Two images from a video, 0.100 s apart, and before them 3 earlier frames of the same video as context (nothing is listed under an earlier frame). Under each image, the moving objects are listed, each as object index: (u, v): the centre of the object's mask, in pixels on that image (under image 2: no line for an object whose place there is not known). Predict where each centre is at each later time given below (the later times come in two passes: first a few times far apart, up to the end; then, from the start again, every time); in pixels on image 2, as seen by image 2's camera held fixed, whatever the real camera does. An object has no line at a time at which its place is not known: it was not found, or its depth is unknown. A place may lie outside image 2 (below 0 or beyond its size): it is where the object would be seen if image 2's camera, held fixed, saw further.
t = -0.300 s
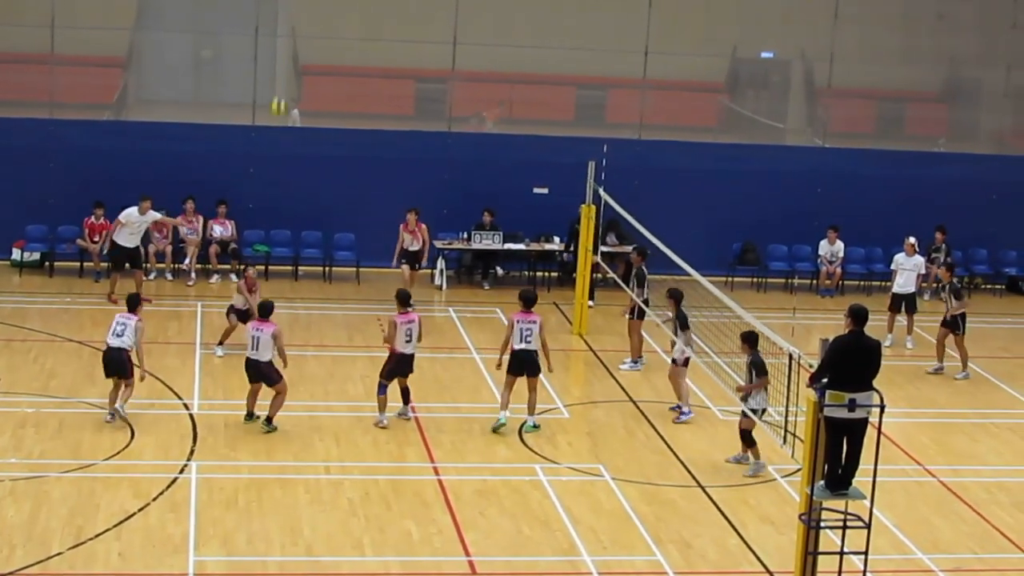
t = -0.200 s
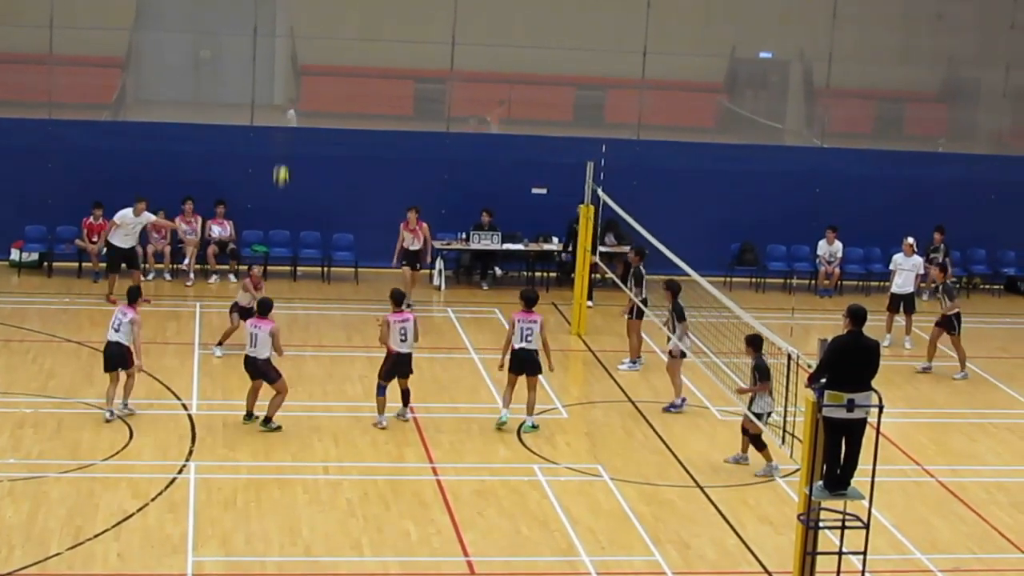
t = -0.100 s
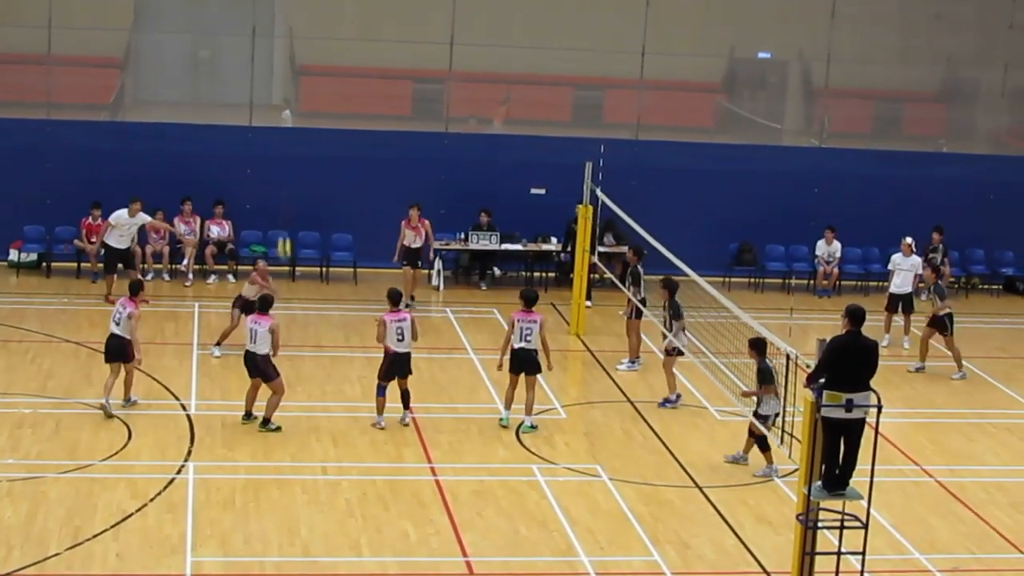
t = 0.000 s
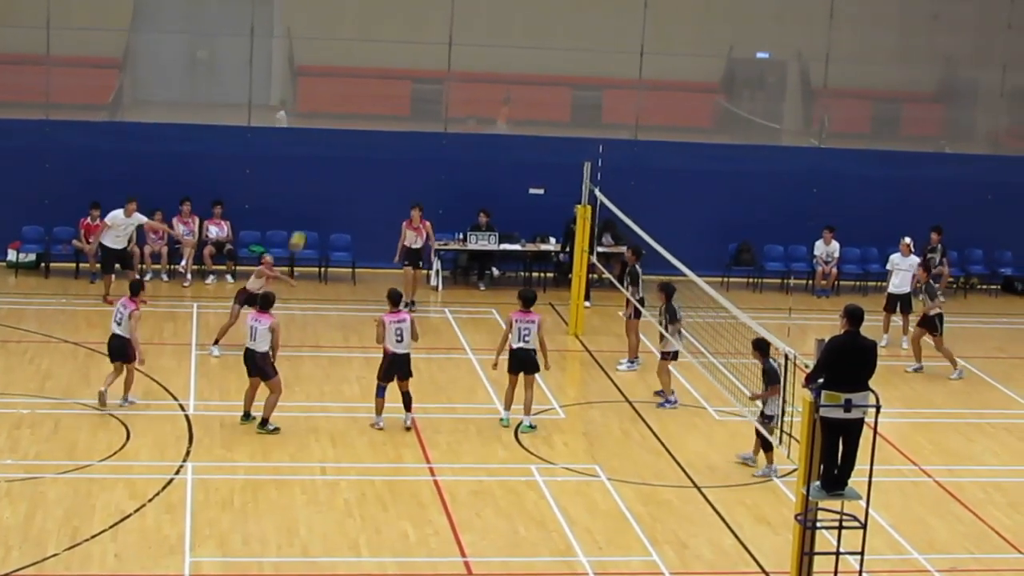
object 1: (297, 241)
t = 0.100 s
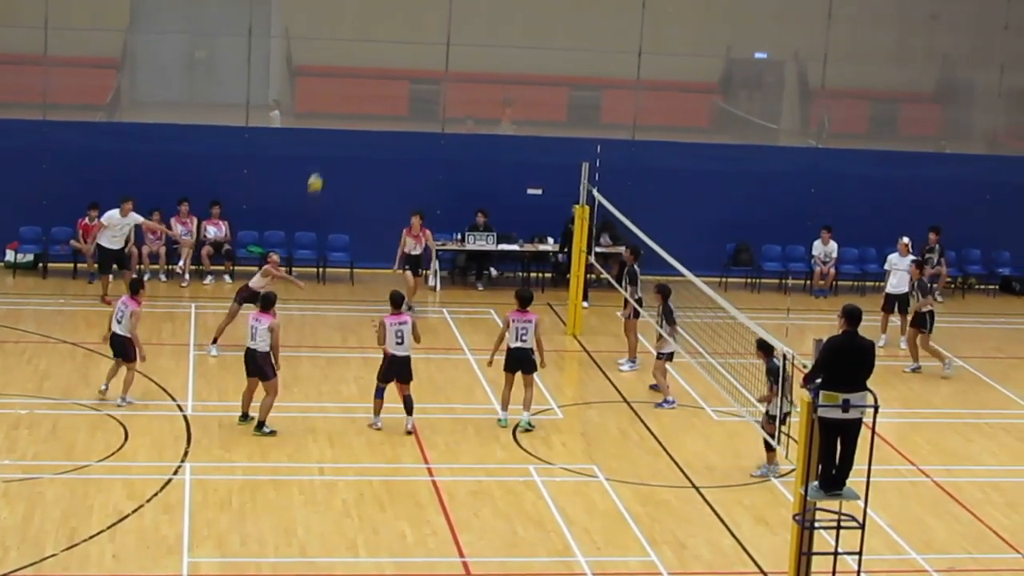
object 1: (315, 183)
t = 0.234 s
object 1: (340, 119)
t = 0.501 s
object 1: (387, 36)
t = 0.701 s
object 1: (418, 9)
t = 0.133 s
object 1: (321, 166)
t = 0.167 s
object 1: (327, 149)
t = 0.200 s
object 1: (333, 134)
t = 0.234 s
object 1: (340, 119)
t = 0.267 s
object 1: (346, 106)
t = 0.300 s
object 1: (352, 93)
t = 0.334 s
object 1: (358, 81)
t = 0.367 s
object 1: (363, 70)
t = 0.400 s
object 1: (369, 59)
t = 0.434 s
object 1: (375, 50)
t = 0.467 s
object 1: (380, 43)
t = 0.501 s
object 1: (387, 36)
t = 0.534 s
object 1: (392, 30)
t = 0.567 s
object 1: (397, 24)
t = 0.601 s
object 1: (403, 19)
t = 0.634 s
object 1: (408, 15)
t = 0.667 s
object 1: (413, 12)
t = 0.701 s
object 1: (418, 9)
